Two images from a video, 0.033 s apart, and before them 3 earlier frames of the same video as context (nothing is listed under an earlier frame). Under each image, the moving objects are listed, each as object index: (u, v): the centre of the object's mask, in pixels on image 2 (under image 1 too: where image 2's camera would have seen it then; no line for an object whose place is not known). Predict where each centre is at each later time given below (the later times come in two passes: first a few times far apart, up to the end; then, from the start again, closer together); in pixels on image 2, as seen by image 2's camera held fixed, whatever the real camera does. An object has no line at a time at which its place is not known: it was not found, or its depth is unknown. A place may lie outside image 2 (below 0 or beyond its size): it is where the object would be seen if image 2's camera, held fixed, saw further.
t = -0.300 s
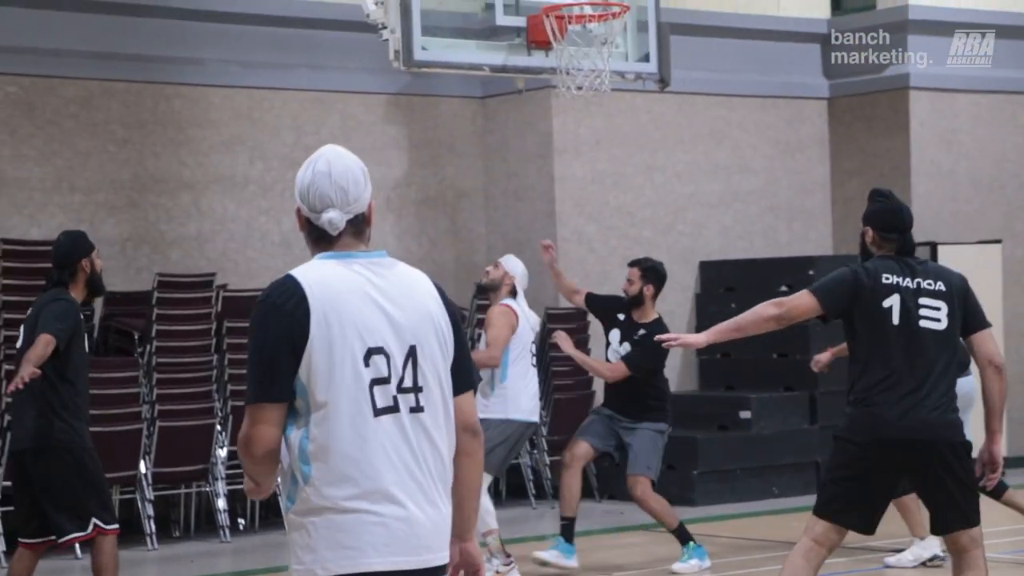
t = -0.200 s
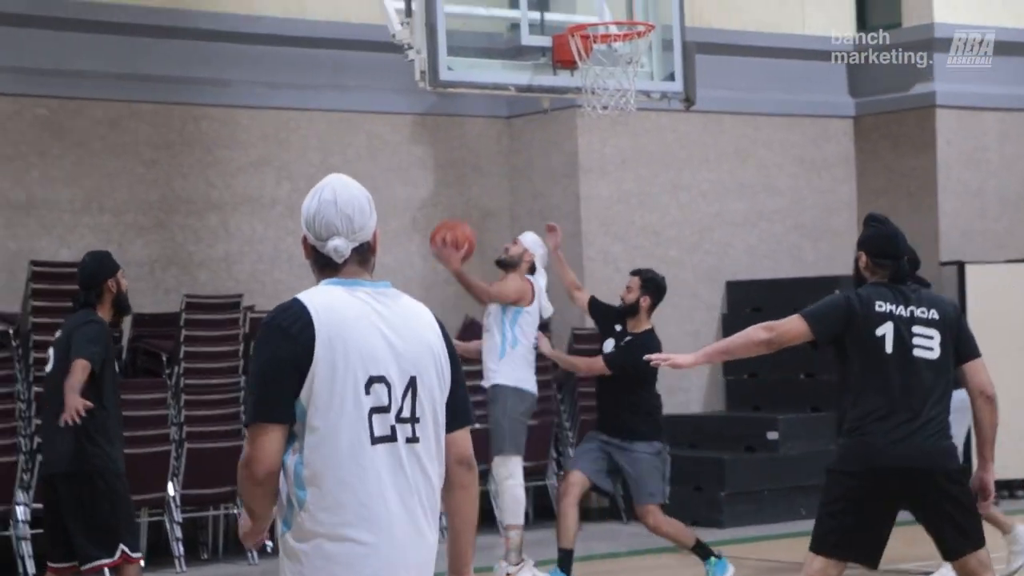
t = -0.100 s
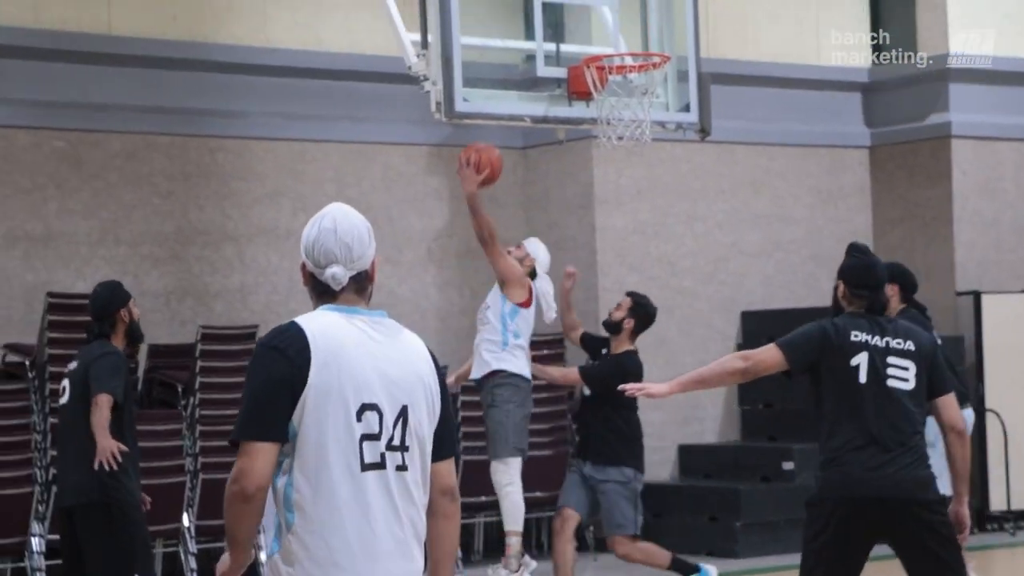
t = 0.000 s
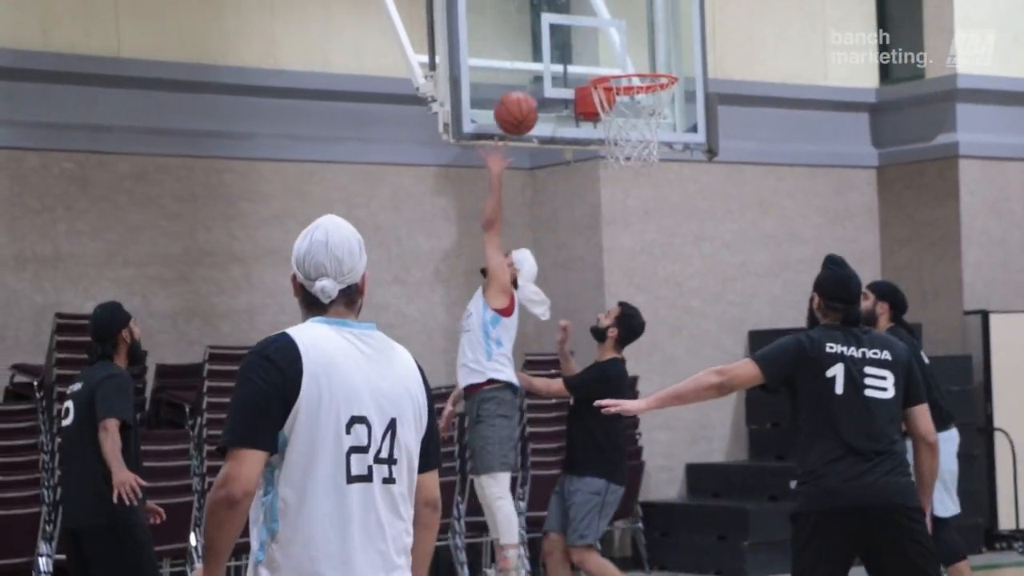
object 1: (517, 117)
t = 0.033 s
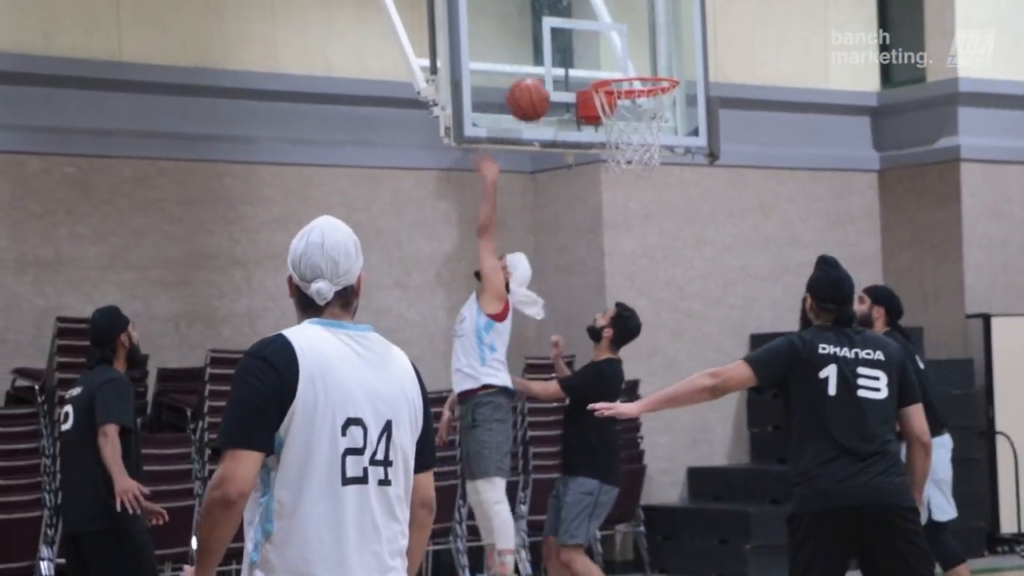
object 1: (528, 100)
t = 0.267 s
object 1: (606, 62)
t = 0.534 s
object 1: (646, 88)
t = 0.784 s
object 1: (597, 134)
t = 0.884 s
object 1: (602, 158)
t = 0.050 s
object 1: (533, 92)
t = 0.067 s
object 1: (539, 84)
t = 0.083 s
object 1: (545, 77)
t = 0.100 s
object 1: (550, 71)
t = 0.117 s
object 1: (556, 66)
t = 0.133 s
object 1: (561, 64)
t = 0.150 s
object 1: (567, 63)
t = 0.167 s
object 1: (573, 62)
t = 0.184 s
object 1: (579, 61)
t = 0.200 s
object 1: (584, 62)
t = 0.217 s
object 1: (590, 61)
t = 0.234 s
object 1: (596, 62)
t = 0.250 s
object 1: (601, 62)
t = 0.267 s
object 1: (606, 62)
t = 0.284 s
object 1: (611, 62)
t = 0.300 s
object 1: (616, 63)
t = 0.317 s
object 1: (621, 64)
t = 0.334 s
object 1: (627, 73)
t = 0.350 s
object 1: (631, 74)
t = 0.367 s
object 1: (635, 75)
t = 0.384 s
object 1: (640, 75)
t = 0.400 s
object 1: (643, 78)
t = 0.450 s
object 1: (656, 80)
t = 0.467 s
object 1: (656, 81)
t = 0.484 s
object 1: (657, 82)
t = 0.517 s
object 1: (651, 86)
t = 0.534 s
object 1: (646, 88)
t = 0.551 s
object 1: (641, 90)
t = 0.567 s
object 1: (637, 93)
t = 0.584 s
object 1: (629, 99)
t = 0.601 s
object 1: (624, 101)
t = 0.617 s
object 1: (619, 104)
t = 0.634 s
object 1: (615, 107)
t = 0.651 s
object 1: (611, 111)
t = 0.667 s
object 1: (606, 114)
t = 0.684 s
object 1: (605, 120)
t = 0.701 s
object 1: (603, 123)
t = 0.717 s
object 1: (601, 125)
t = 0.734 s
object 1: (599, 127)
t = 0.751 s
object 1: (598, 129)
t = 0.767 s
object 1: (598, 132)
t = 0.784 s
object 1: (597, 134)
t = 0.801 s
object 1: (598, 137)
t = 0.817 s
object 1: (599, 141)
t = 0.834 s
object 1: (599, 143)
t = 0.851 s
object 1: (600, 148)
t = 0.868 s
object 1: (600, 154)
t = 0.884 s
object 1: (602, 158)
